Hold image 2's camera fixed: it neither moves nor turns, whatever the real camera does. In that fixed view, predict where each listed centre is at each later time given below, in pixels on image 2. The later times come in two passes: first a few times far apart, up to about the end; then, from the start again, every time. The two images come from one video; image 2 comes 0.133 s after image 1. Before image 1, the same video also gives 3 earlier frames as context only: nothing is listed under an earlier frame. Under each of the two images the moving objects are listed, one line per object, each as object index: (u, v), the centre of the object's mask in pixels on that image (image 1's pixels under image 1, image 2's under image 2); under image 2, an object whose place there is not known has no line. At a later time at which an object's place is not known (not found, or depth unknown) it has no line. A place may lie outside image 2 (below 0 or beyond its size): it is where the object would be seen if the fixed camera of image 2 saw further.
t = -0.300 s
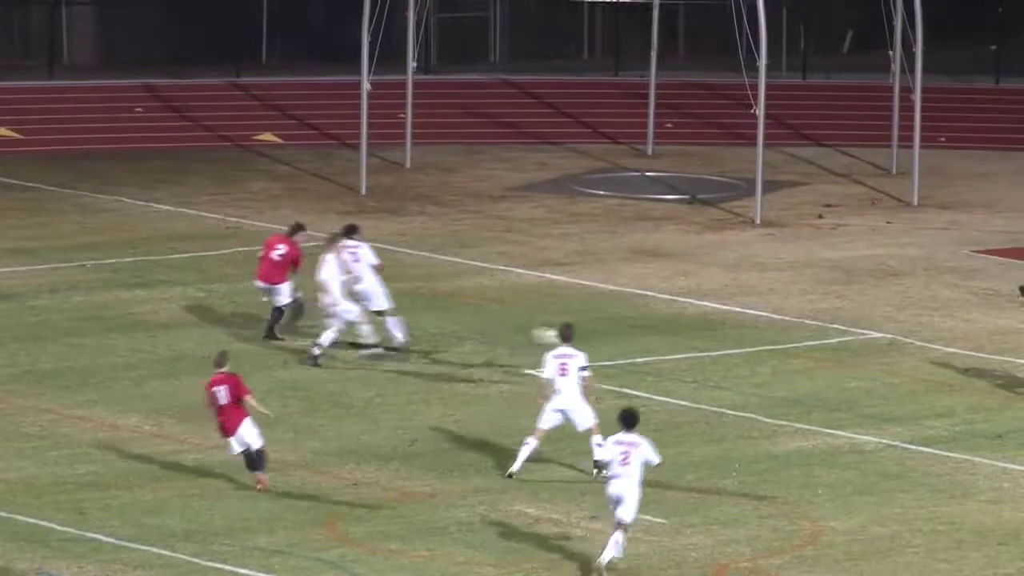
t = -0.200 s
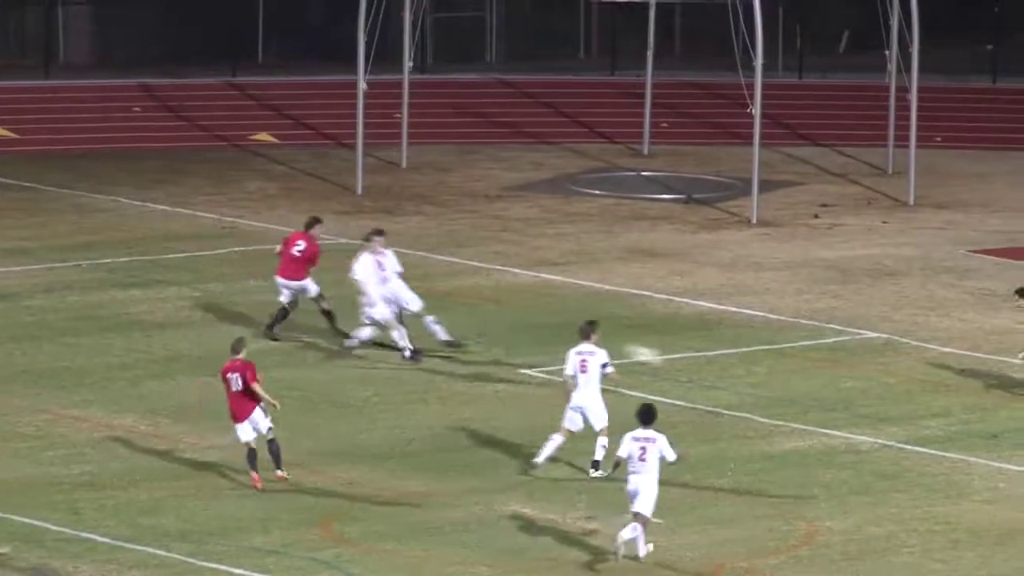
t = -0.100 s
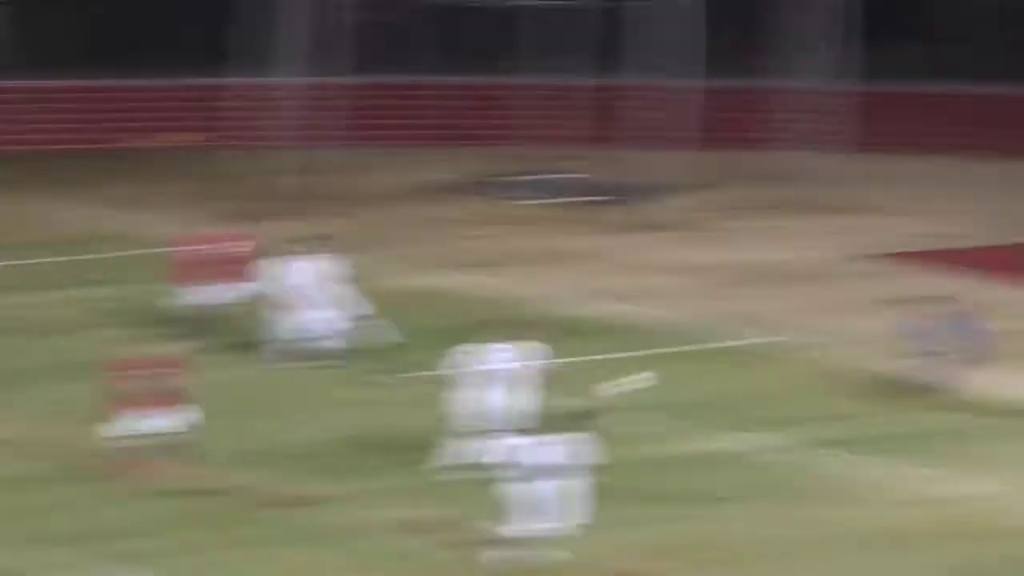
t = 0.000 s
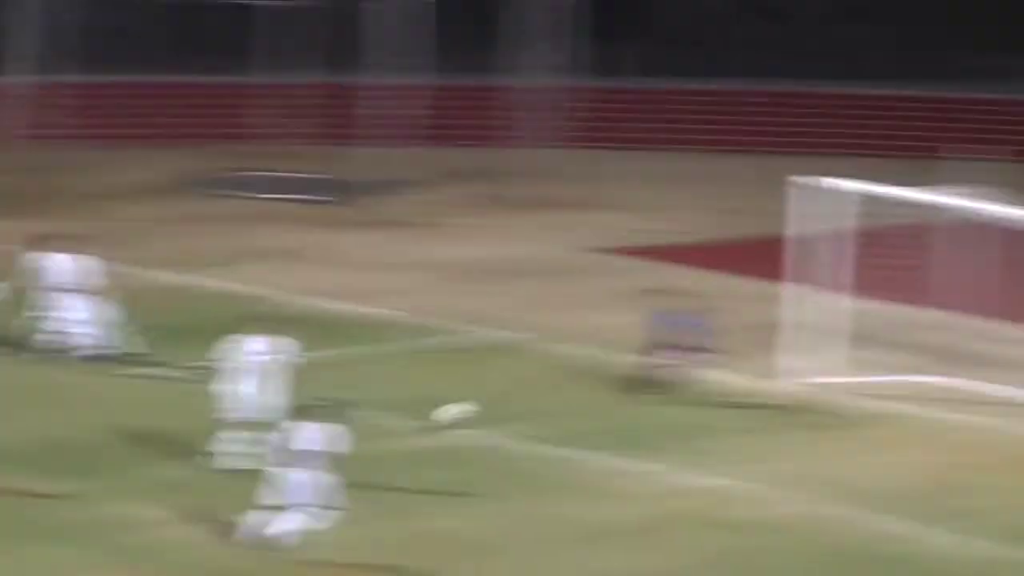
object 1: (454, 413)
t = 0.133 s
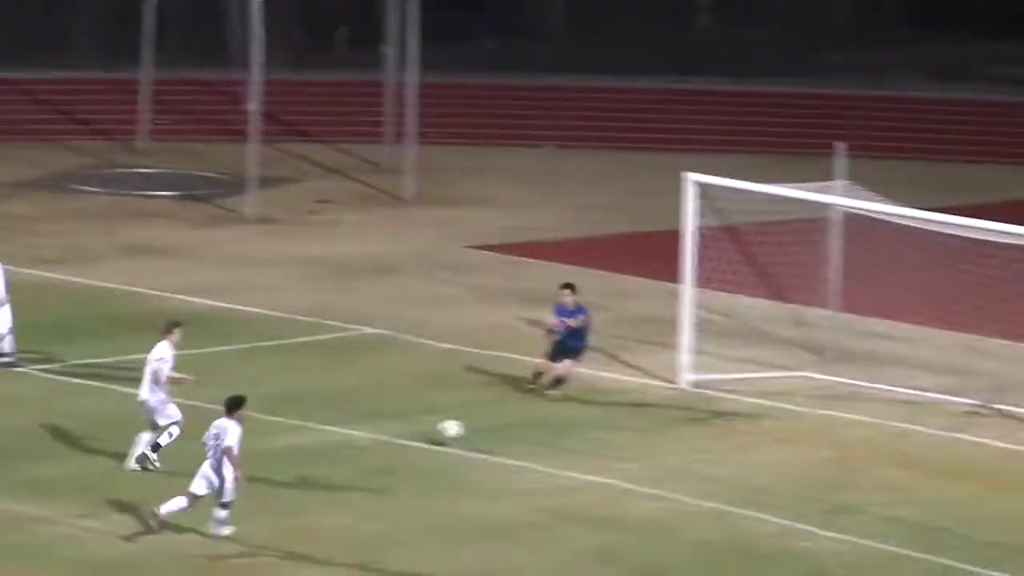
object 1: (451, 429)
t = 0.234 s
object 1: (535, 432)
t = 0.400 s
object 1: (673, 461)
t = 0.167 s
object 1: (479, 429)
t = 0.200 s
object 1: (507, 430)
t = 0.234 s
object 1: (535, 432)
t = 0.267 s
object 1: (564, 436)
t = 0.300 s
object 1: (590, 440)
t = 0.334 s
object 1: (618, 447)
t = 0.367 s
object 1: (646, 453)
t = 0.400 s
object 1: (673, 461)
